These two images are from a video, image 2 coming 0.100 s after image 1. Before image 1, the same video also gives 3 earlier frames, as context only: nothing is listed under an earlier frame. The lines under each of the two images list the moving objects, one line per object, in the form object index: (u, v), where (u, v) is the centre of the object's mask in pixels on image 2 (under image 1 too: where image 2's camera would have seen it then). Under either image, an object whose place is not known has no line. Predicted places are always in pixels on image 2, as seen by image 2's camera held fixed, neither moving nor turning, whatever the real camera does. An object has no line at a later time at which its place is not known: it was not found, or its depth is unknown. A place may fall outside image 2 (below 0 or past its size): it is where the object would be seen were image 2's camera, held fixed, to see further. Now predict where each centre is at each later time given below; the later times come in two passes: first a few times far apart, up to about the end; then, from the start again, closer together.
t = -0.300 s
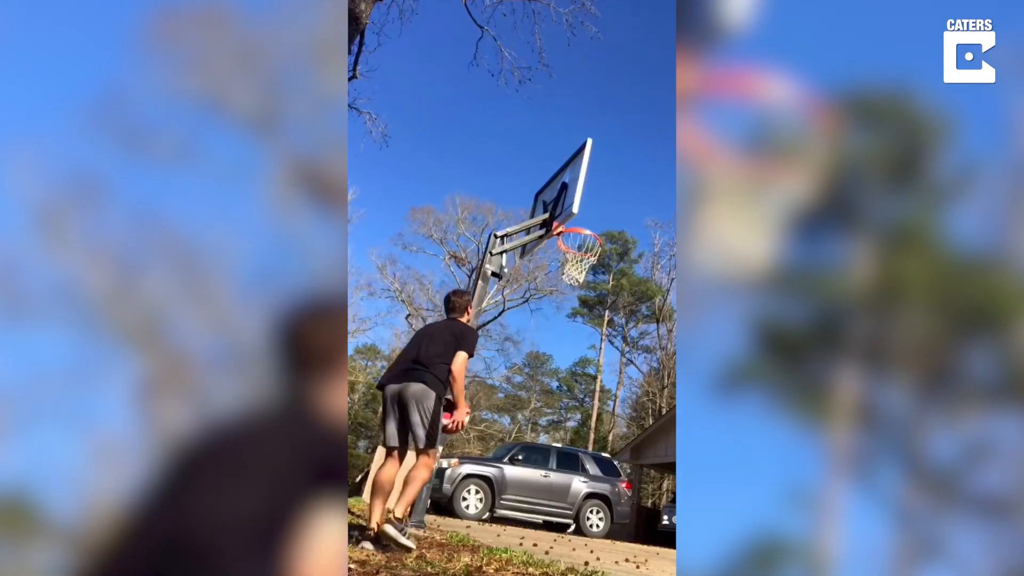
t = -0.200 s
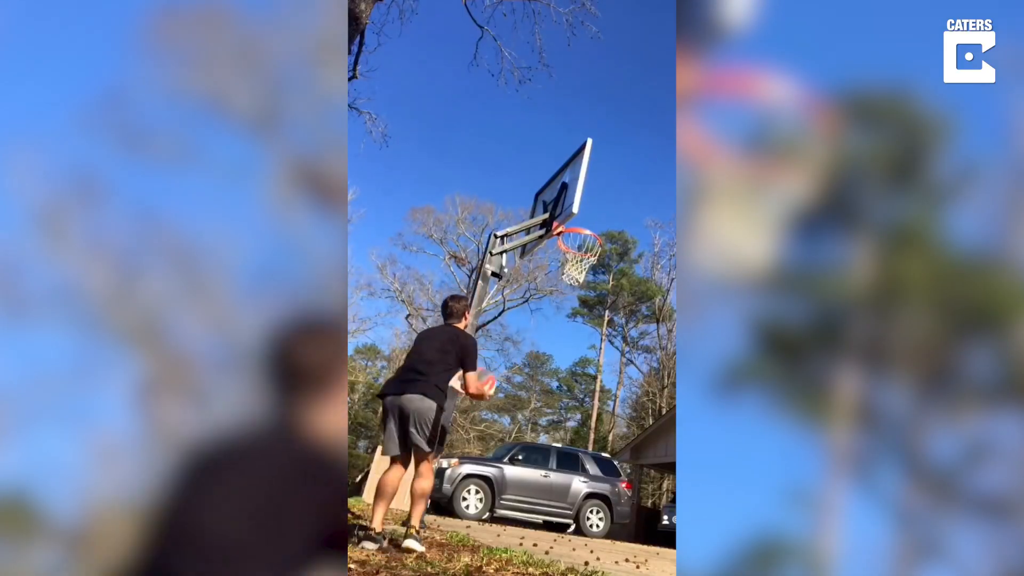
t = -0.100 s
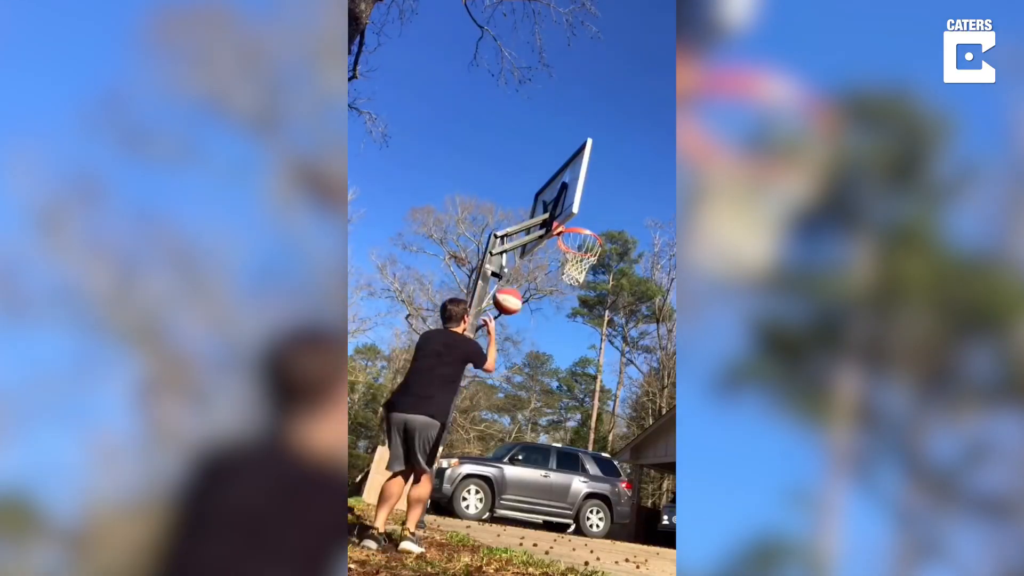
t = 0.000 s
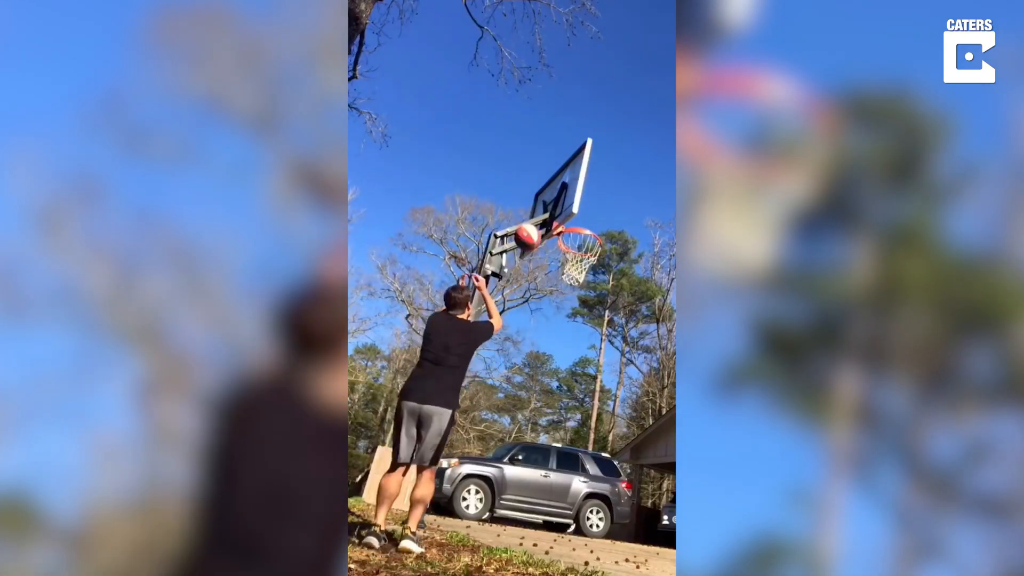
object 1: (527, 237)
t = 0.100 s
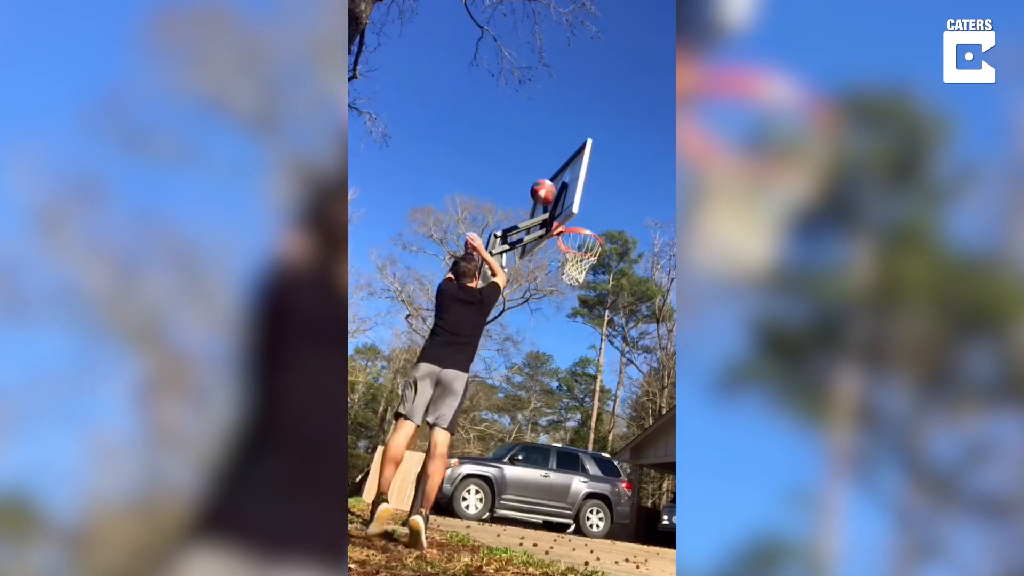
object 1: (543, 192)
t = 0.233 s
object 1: (559, 151)
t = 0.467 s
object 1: (577, 118)
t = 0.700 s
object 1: (586, 125)
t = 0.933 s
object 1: (592, 167)
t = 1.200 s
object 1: (581, 258)
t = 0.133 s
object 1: (547, 180)
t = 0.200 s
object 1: (555, 159)
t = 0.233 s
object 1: (559, 151)
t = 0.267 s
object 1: (562, 143)
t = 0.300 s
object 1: (565, 137)
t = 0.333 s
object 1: (568, 132)
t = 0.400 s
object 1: (573, 123)
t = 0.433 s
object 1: (575, 120)
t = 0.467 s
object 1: (577, 118)
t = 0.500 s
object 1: (579, 117)
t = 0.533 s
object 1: (580, 117)
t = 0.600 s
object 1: (583, 118)
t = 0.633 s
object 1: (584, 120)
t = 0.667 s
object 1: (585, 122)
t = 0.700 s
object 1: (586, 125)
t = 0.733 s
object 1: (586, 128)
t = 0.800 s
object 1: (588, 137)
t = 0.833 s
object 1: (589, 143)
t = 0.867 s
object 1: (592, 150)
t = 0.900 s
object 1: (593, 159)
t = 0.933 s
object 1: (592, 167)
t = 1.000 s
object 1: (590, 185)
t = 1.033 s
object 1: (588, 196)
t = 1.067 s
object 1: (587, 207)
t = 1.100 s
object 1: (586, 219)
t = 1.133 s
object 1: (585, 232)
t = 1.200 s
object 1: (581, 258)
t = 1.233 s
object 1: (575, 277)
